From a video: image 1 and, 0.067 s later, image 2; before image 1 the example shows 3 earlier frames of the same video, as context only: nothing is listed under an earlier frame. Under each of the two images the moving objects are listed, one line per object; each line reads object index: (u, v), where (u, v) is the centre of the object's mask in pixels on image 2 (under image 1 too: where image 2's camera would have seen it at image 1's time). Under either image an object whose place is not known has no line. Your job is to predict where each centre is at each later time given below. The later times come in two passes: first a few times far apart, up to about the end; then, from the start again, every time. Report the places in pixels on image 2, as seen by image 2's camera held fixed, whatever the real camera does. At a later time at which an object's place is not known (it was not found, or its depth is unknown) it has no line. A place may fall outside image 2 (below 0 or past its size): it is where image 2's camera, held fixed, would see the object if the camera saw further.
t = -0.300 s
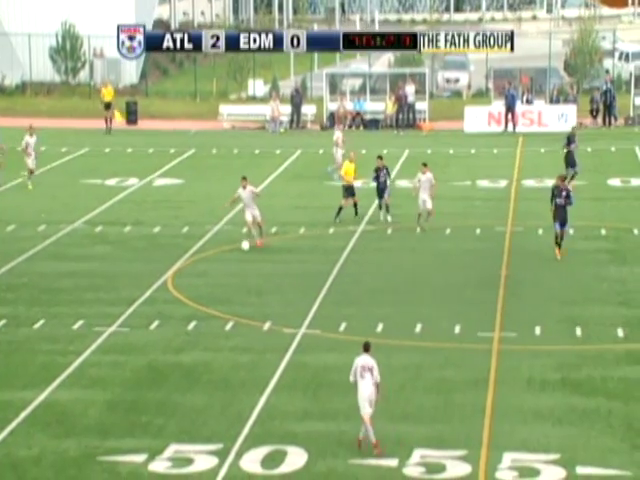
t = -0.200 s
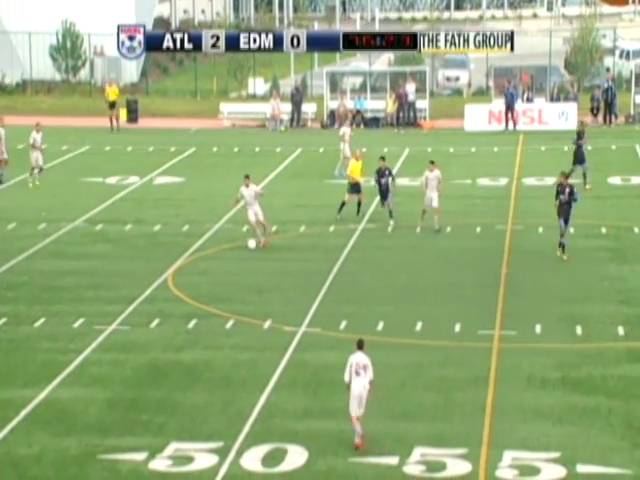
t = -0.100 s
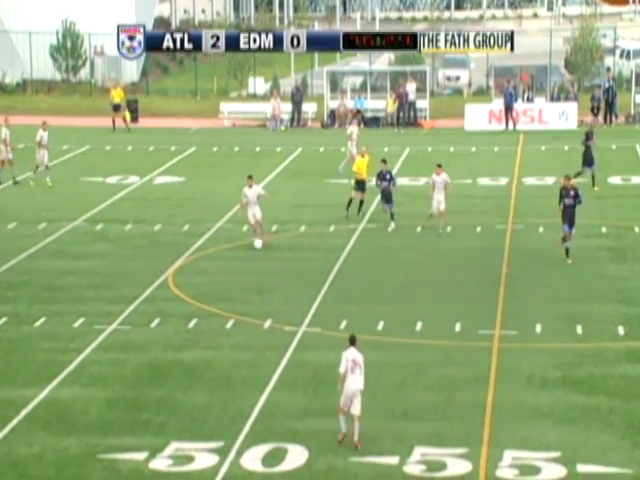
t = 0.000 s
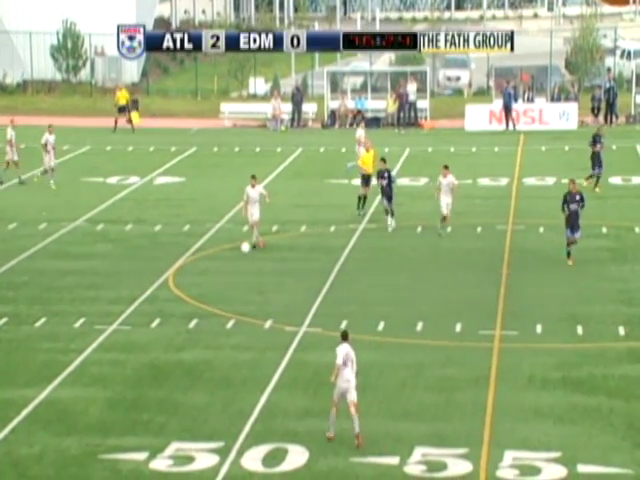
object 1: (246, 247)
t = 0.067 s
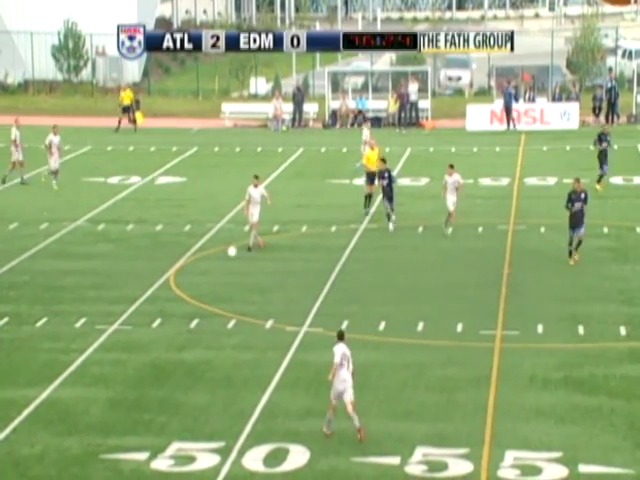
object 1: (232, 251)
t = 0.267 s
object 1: (190, 265)
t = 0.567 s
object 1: (136, 284)
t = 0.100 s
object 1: (224, 254)
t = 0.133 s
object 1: (217, 258)
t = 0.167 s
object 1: (210, 259)
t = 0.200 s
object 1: (203, 260)
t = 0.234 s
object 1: (196, 262)
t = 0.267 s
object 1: (190, 265)
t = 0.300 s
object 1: (183, 268)
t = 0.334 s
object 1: (177, 270)
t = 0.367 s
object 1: (171, 270)
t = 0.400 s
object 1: (165, 271)
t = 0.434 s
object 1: (159, 273)
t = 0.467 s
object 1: (153, 276)
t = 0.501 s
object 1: (147, 279)
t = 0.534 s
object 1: (141, 282)
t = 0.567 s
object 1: (136, 284)
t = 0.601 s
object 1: (131, 285)
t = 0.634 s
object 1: (126, 287)
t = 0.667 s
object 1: (121, 289)
